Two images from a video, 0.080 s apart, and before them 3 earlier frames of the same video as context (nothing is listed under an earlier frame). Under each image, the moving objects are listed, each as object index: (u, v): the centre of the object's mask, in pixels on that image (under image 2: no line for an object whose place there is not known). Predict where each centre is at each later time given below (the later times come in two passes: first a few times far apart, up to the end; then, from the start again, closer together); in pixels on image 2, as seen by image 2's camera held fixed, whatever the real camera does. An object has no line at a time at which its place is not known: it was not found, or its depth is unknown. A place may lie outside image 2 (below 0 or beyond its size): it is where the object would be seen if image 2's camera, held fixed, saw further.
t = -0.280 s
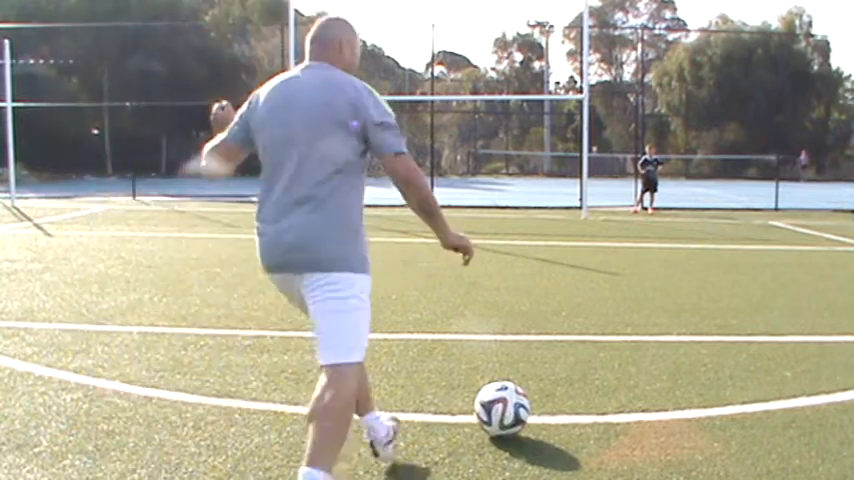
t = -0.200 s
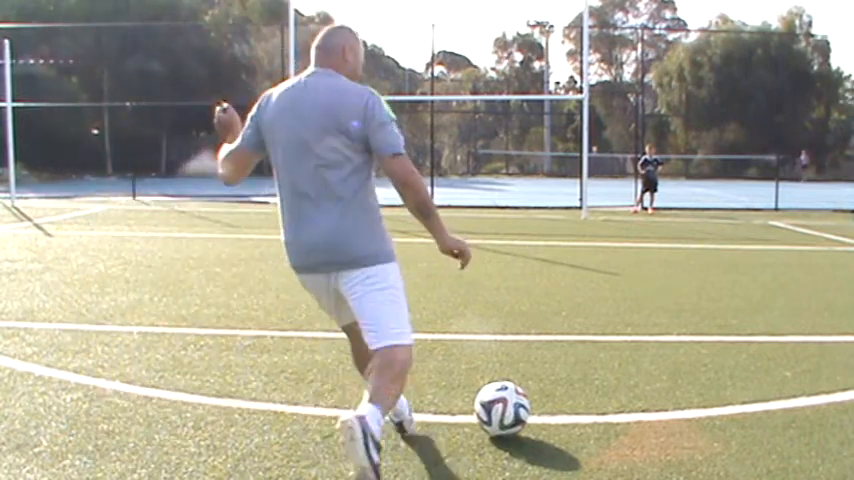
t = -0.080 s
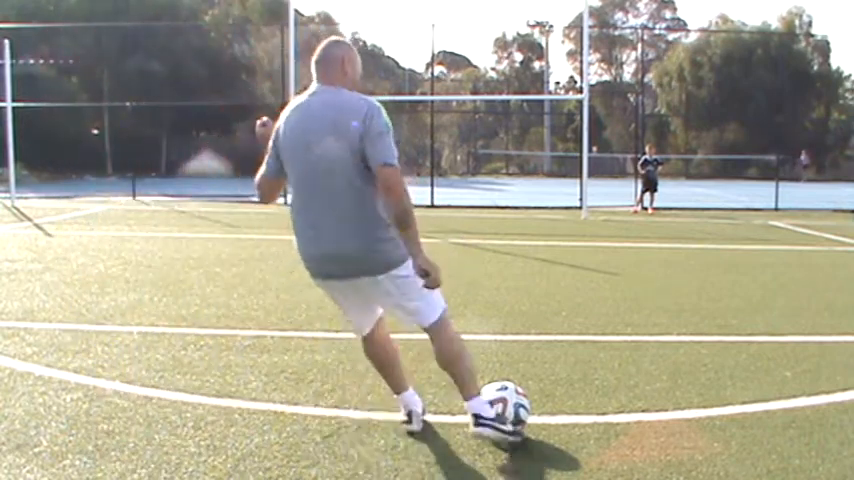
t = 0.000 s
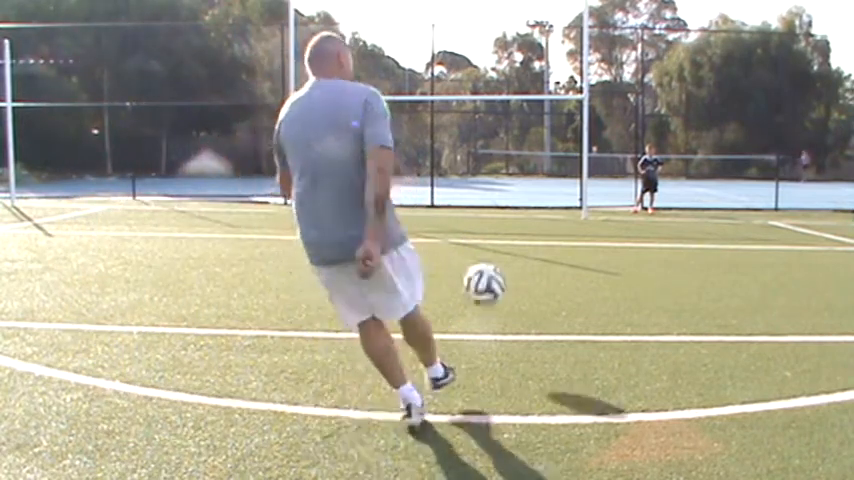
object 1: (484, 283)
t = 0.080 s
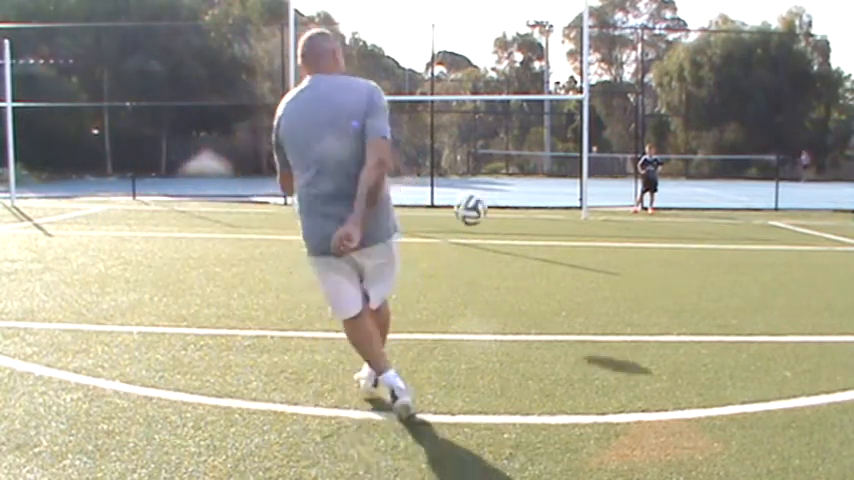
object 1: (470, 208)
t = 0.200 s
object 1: (455, 149)
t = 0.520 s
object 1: (437, 109)
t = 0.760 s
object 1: (428, 122)
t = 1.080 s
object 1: (420, 160)
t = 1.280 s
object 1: (416, 187)
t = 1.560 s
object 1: (410, 182)
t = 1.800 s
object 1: (406, 180)
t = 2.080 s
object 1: (404, 198)
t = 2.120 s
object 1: (403, 194)
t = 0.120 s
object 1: (465, 183)
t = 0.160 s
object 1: (461, 162)
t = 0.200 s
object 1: (455, 149)
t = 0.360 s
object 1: (445, 115)
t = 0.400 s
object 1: (443, 111)
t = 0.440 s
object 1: (441, 110)
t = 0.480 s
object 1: (439, 110)
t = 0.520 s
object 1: (437, 109)
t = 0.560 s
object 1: (435, 110)
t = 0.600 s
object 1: (434, 111)
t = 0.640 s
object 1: (432, 114)
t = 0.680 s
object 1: (431, 115)
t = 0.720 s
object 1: (429, 119)
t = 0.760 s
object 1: (428, 122)
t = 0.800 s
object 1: (426, 126)
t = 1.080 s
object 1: (420, 160)
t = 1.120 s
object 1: (419, 166)
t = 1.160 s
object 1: (418, 171)
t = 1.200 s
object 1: (418, 176)
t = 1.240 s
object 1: (415, 181)
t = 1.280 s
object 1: (416, 187)
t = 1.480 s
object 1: (412, 189)
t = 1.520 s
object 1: (411, 185)
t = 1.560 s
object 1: (410, 182)
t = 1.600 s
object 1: (411, 179)
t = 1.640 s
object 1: (410, 178)
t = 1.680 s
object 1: (410, 178)
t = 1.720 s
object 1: (409, 178)
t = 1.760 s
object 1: (407, 179)
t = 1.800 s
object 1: (406, 180)
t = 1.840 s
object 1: (406, 184)
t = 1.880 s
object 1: (405, 187)
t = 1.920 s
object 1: (405, 192)
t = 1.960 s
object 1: (405, 198)
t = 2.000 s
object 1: (404, 202)
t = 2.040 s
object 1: (404, 202)
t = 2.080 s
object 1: (404, 198)
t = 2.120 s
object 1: (403, 194)
